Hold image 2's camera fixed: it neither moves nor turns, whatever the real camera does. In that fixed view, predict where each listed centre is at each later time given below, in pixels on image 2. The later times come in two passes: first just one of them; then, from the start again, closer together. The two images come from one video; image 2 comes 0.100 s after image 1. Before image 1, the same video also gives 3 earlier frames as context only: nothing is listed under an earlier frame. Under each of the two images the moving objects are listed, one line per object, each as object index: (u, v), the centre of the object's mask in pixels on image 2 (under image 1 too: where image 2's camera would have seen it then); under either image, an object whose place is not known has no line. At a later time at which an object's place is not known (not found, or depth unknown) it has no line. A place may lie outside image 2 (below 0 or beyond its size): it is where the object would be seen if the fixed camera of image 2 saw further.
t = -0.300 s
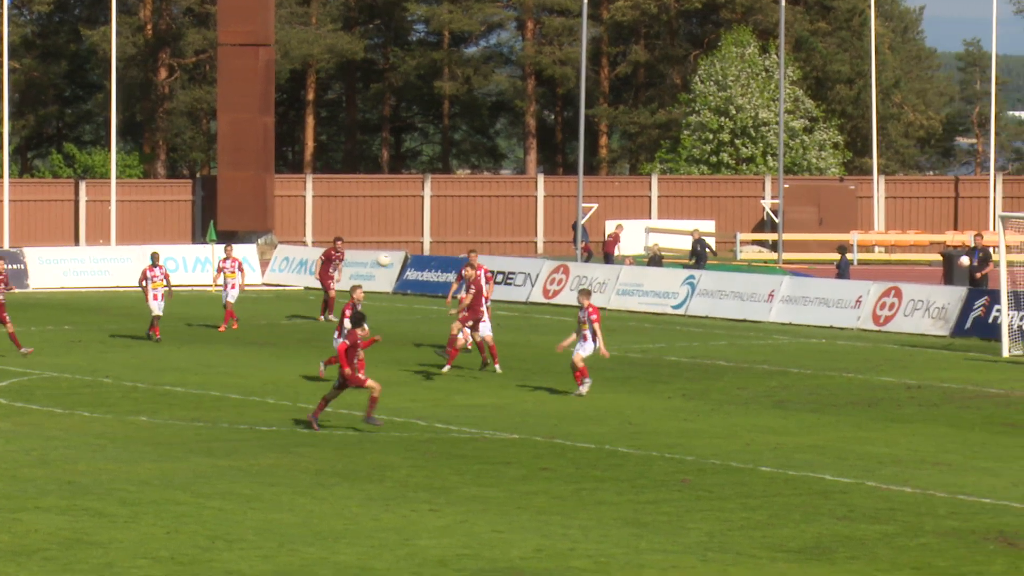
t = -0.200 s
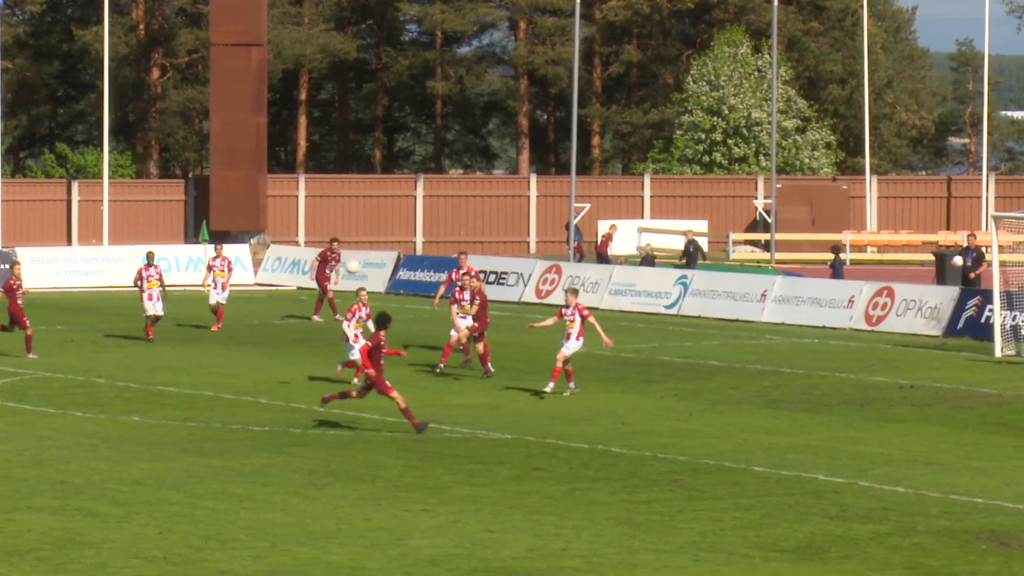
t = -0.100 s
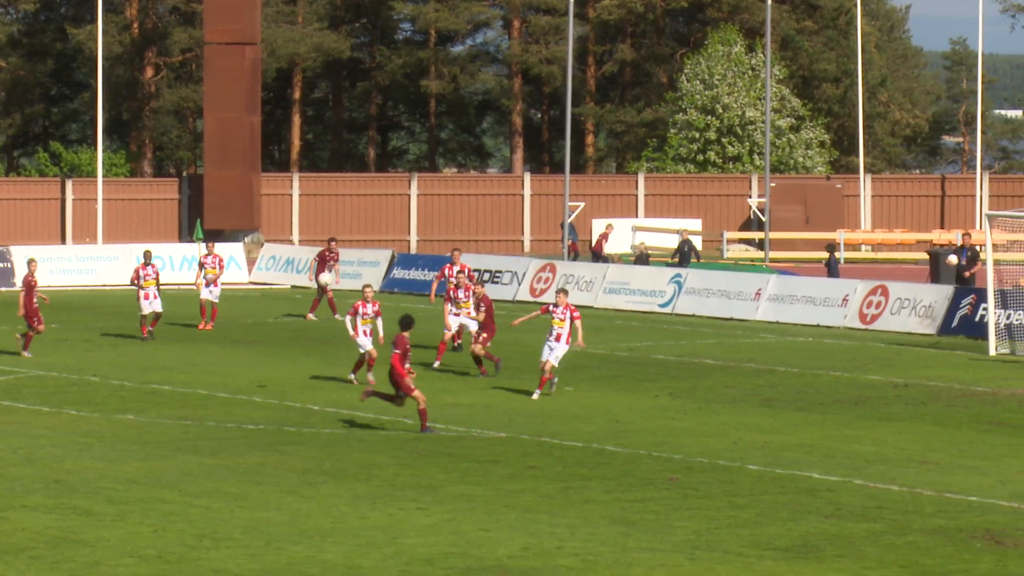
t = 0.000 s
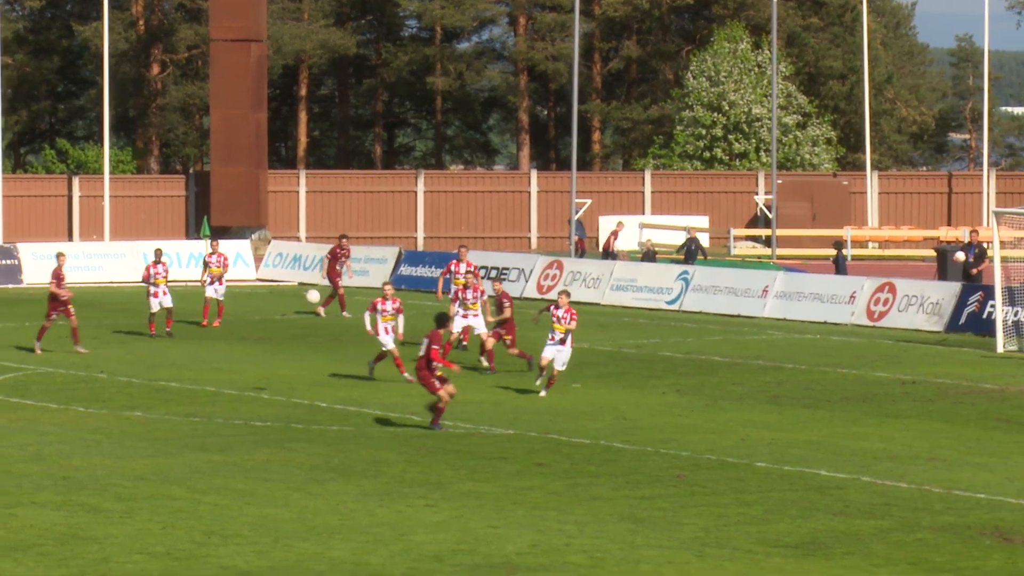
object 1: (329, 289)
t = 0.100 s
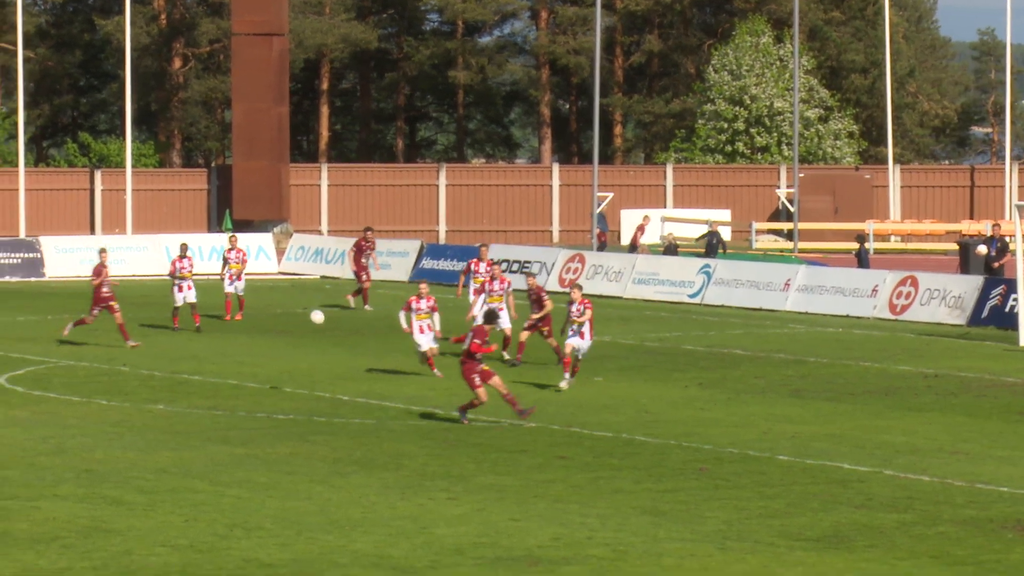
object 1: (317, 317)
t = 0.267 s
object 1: (295, 377)
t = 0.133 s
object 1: (313, 326)
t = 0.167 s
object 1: (308, 337)
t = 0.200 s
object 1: (304, 348)
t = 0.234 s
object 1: (299, 362)
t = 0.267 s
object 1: (295, 377)
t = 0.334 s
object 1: (288, 395)
